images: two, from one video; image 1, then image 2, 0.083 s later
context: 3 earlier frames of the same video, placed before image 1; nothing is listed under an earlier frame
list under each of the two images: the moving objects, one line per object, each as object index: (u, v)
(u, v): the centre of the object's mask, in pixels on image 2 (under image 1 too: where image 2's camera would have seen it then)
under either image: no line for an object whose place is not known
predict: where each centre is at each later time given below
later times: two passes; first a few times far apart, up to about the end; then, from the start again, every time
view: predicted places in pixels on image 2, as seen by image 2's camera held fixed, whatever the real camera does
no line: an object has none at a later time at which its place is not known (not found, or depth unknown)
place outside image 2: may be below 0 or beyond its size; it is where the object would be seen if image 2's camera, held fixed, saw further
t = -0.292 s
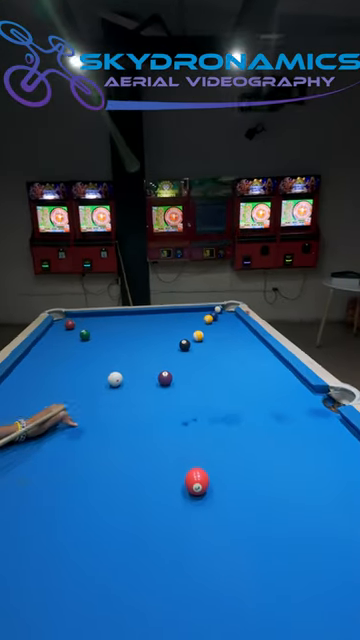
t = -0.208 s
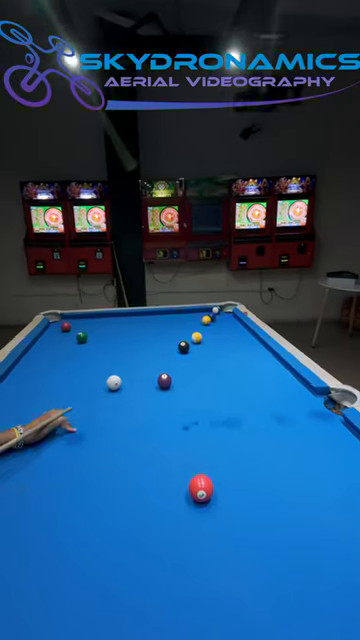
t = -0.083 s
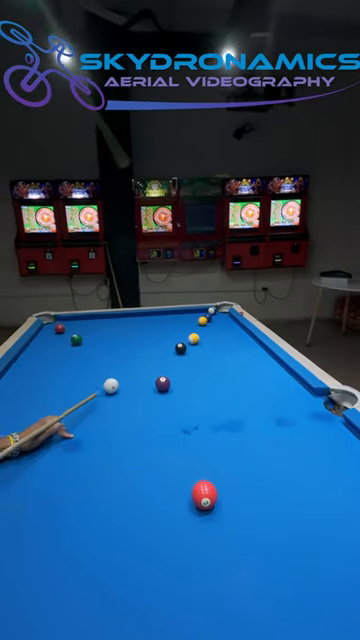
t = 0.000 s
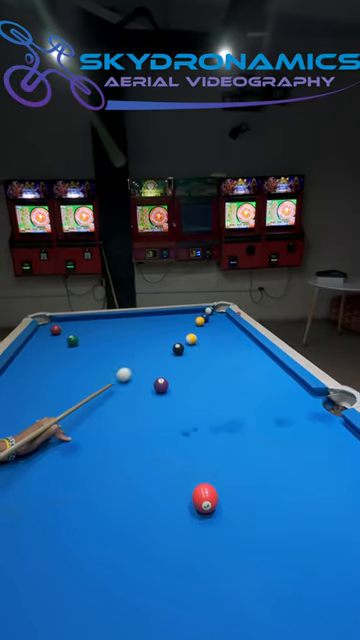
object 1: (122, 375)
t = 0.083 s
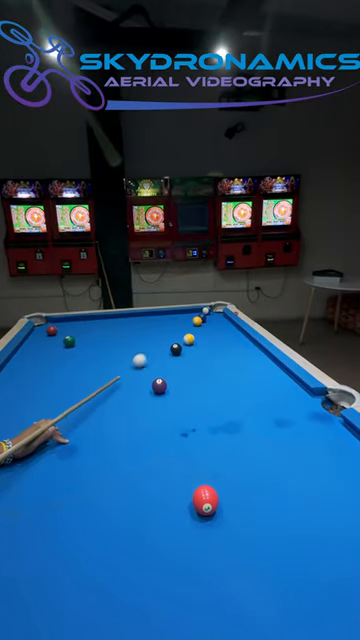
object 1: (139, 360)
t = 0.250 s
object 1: (164, 339)
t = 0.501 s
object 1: (190, 316)
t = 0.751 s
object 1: (202, 313)
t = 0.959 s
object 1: (211, 315)
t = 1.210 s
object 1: (219, 318)
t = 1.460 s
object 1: (226, 320)
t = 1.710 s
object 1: (226, 320)
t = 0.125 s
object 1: (146, 354)
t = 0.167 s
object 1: (152, 349)
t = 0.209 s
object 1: (158, 343)
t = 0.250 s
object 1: (164, 339)
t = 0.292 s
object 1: (169, 334)
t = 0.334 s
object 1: (174, 330)
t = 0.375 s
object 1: (178, 326)
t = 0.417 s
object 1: (183, 323)
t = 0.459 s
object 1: (187, 319)
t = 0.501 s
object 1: (190, 316)
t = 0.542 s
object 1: (193, 313)
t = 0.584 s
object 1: (197, 310)
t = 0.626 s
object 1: (197, 310)
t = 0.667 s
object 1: (198, 311)
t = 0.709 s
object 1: (200, 312)
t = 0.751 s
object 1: (202, 313)
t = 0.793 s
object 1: (204, 313)
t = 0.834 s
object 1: (206, 313)
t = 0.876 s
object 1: (207, 314)
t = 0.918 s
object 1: (209, 314)
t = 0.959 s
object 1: (211, 315)
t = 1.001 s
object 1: (212, 315)
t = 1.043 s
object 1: (213, 316)
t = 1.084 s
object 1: (215, 316)
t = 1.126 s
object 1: (216, 317)
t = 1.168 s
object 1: (217, 317)
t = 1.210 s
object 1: (219, 318)
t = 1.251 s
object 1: (220, 318)
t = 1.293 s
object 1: (222, 318)
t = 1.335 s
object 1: (224, 319)
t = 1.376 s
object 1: (225, 319)
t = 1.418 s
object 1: (226, 319)
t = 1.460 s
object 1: (226, 320)
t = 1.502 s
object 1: (225, 320)
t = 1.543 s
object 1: (225, 320)
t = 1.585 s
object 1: (225, 320)
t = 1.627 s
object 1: (225, 320)
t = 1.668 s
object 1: (225, 320)
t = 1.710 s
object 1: (226, 320)
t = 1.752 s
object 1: (226, 321)
